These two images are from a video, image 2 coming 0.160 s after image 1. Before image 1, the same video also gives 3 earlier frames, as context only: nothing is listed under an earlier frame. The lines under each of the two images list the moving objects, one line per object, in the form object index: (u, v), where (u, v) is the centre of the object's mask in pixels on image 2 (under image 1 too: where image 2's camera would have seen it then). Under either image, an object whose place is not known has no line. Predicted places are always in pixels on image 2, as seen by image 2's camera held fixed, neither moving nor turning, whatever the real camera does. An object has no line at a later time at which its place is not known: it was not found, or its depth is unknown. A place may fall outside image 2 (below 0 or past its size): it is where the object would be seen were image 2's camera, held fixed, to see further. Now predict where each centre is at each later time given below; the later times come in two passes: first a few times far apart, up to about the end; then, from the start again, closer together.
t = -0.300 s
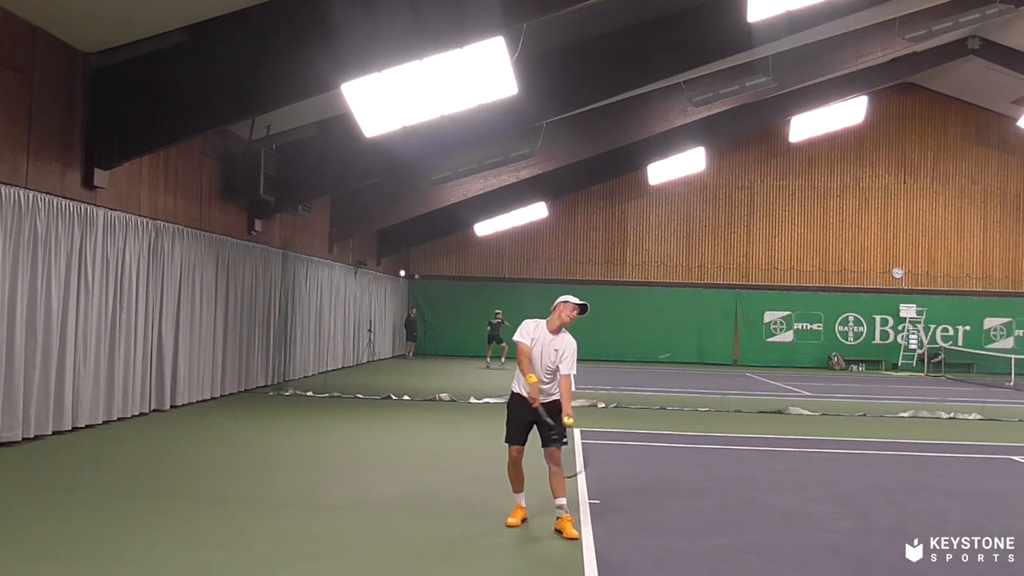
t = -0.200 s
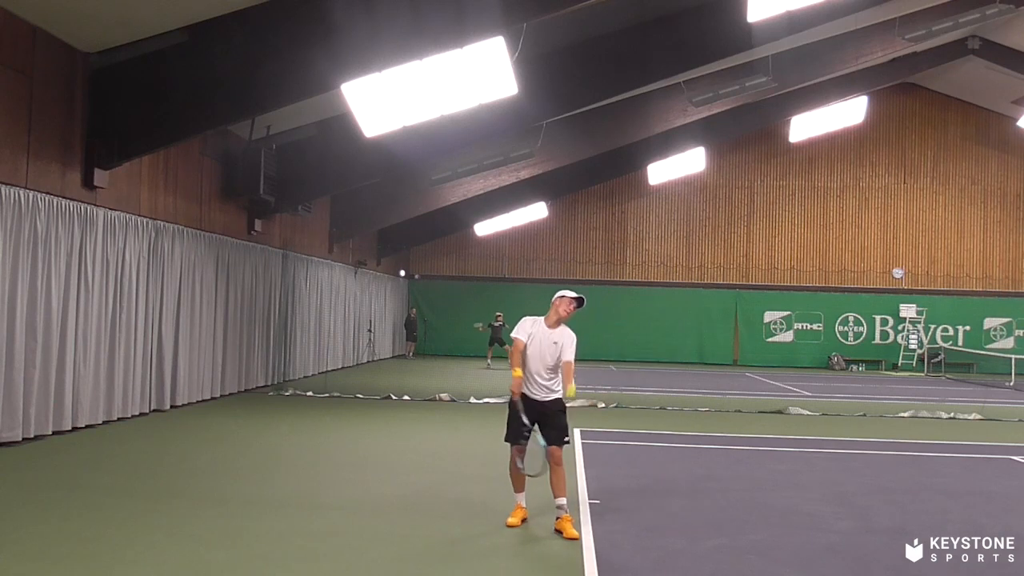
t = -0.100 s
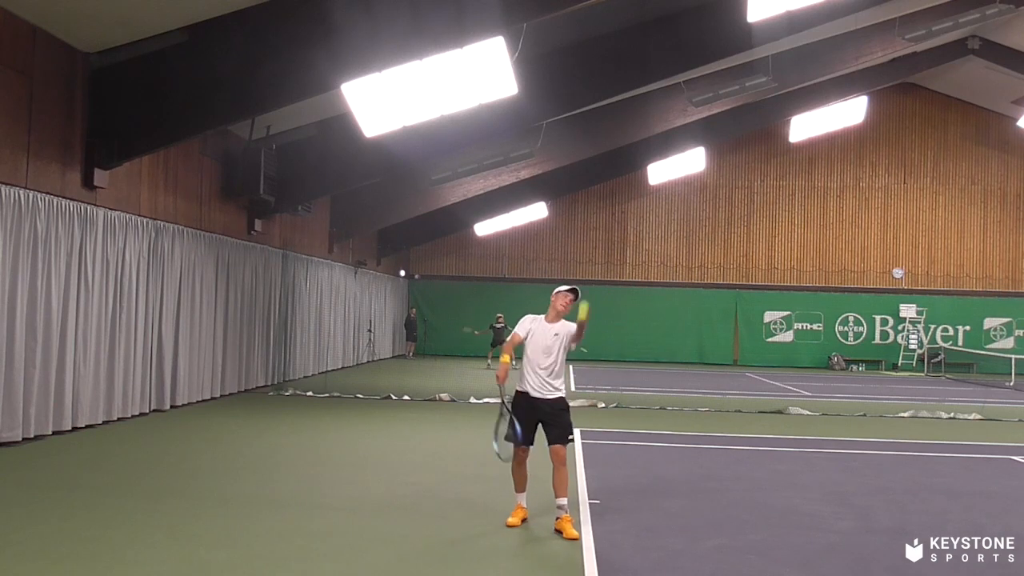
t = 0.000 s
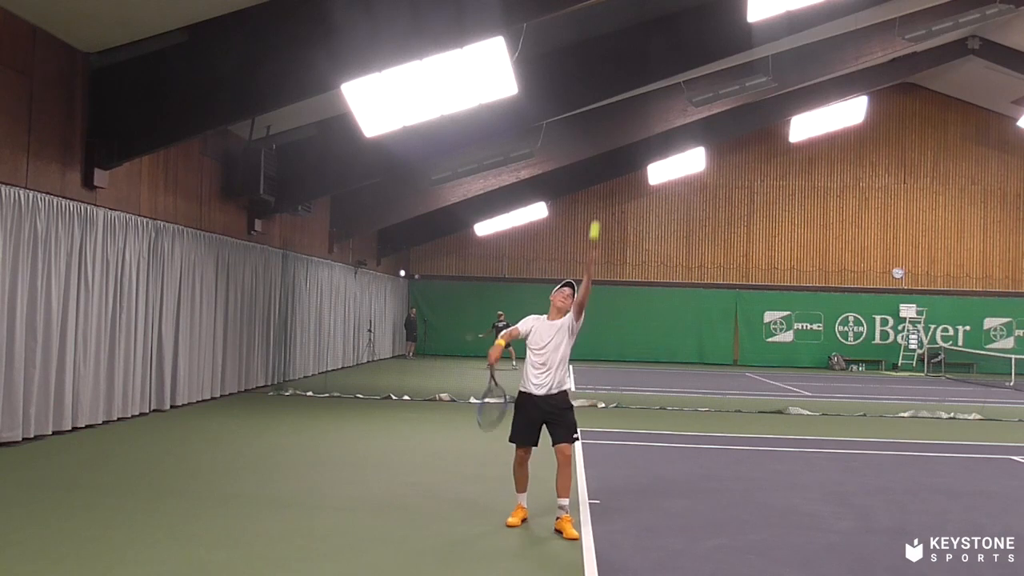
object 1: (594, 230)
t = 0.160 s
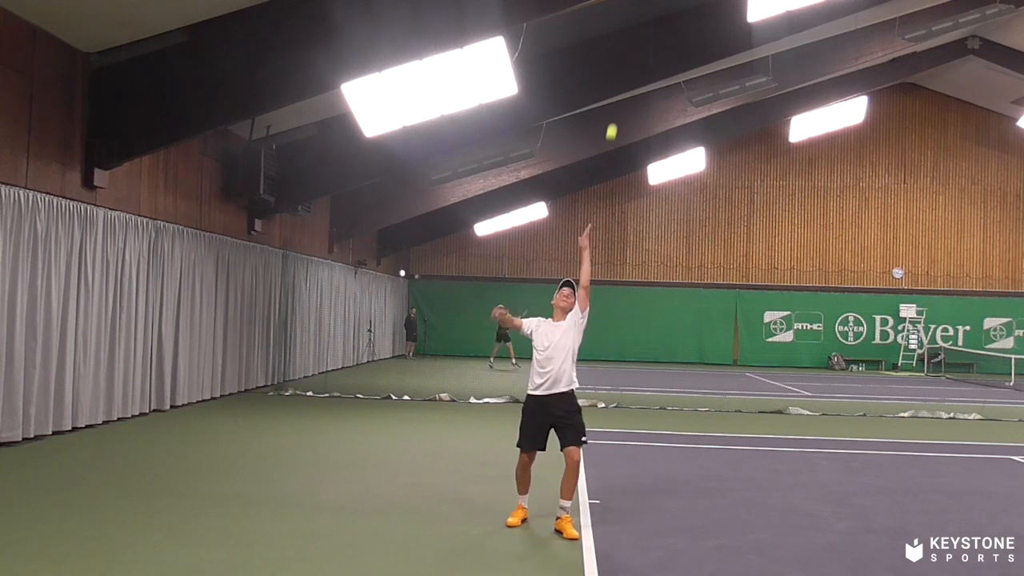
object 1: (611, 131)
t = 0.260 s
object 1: (621, 88)
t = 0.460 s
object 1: (639, 44)
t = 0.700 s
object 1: (658, 63)
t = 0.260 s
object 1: (621, 88)
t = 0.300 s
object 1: (625, 75)
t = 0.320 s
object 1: (627, 69)
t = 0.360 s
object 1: (630, 59)
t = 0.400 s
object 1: (634, 50)
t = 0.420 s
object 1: (636, 48)
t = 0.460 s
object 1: (639, 44)
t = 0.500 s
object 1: (642, 42)
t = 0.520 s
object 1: (644, 42)
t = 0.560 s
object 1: (647, 42)
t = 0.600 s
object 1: (650, 45)
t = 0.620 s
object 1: (652, 48)
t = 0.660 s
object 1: (655, 54)
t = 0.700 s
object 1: (658, 63)
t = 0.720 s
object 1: (659, 68)
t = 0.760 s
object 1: (663, 79)
